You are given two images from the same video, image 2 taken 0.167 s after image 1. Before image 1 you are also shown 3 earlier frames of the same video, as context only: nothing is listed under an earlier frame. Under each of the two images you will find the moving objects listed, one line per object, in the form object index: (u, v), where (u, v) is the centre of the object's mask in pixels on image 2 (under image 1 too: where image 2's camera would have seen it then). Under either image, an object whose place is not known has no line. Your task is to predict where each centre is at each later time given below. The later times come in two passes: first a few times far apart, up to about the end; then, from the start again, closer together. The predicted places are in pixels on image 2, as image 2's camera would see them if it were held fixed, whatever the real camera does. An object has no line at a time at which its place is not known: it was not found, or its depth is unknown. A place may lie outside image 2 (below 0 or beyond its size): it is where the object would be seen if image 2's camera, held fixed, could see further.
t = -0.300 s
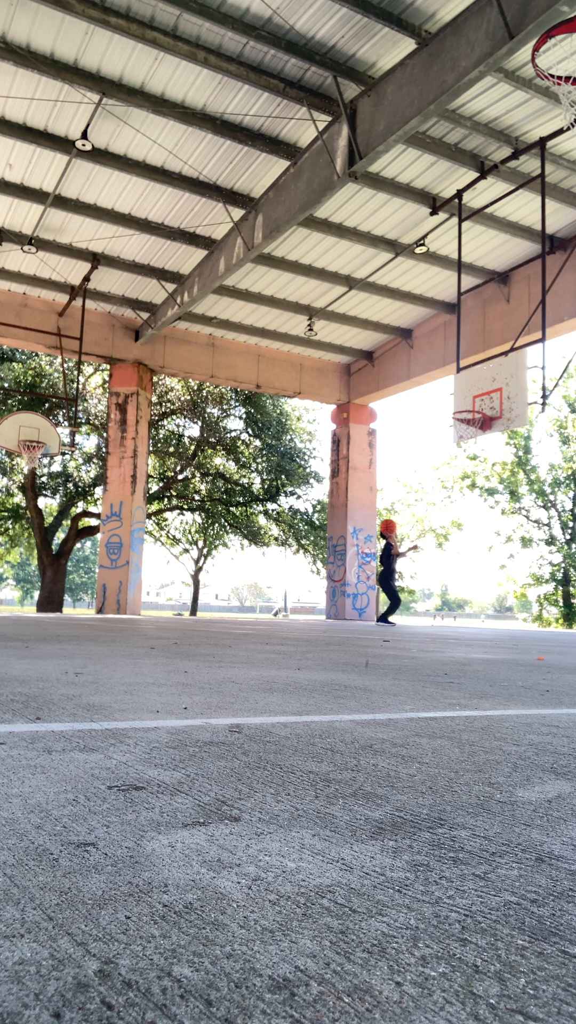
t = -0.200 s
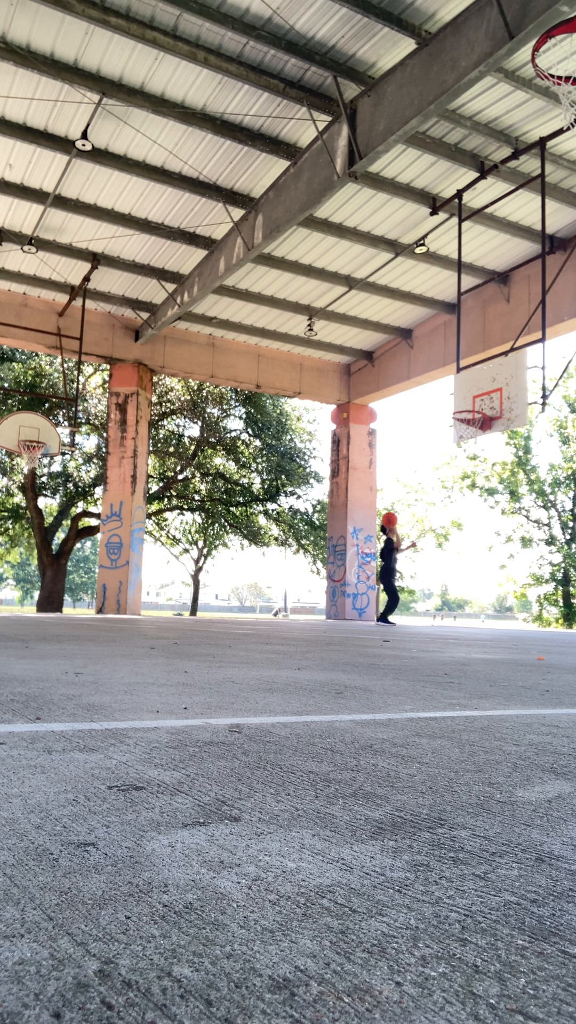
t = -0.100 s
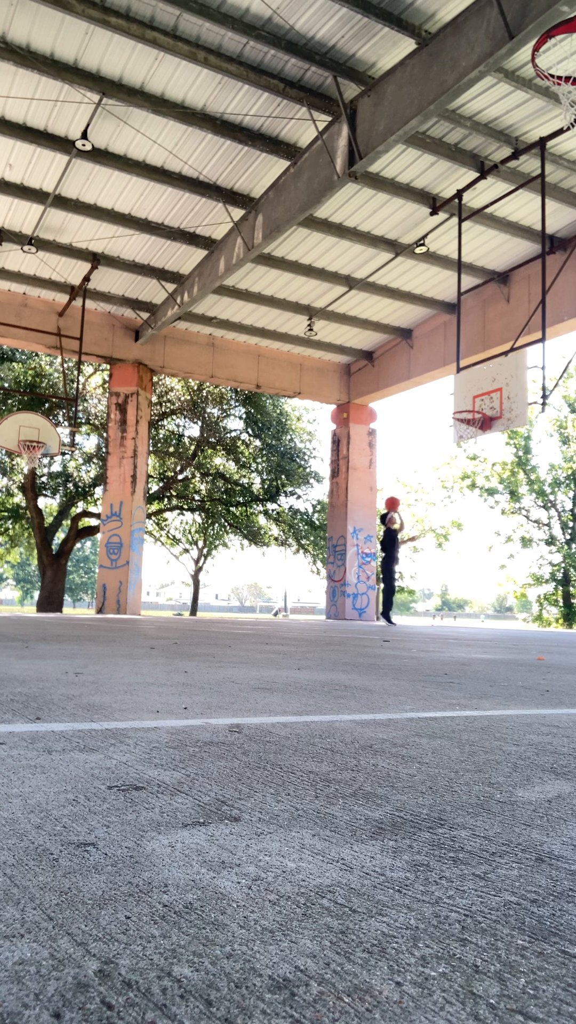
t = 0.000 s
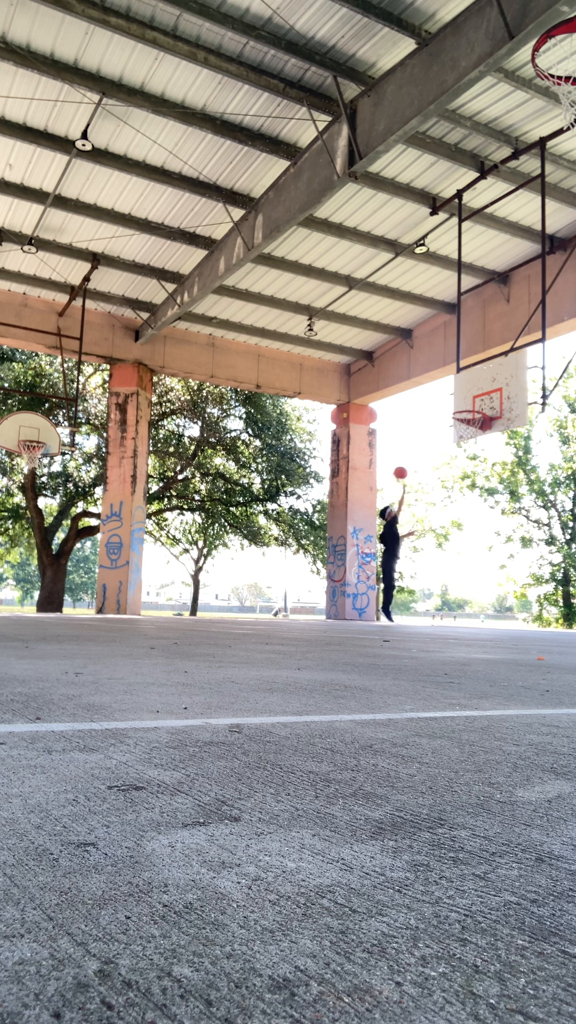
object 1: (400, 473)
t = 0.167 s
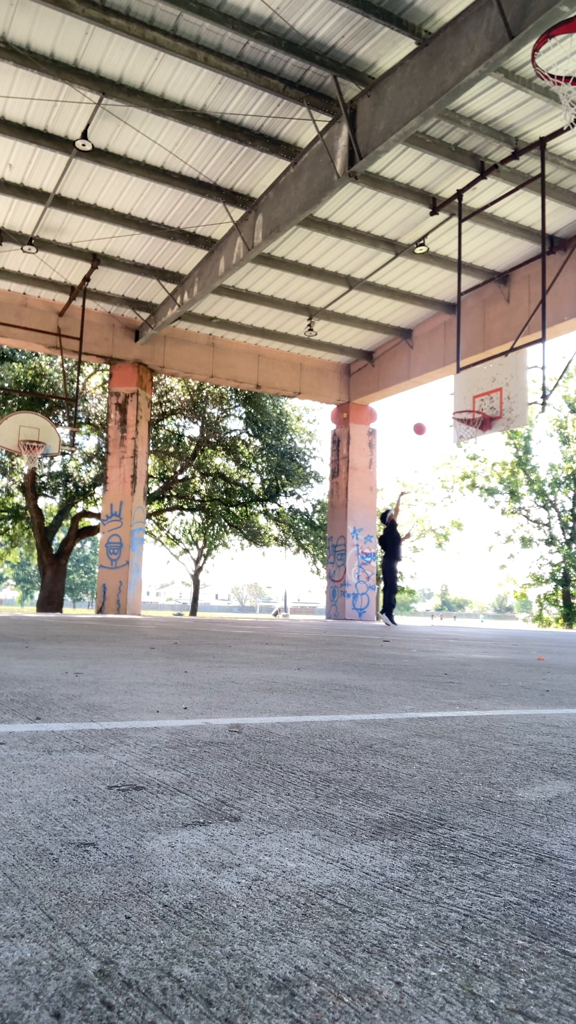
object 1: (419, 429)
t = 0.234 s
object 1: (427, 417)
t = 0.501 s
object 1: (457, 398)
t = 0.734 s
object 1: (475, 404)
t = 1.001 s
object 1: (469, 400)
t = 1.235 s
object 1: (465, 394)
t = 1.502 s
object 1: (463, 398)
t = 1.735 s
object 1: (462, 414)
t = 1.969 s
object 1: (463, 460)
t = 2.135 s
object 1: (463, 511)
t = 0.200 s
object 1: (423, 422)
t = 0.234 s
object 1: (427, 417)
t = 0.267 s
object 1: (431, 412)
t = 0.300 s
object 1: (434, 408)
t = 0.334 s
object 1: (438, 404)
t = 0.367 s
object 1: (442, 401)
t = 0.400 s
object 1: (446, 399)
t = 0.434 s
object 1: (450, 398)
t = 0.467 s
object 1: (454, 397)
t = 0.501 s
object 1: (457, 398)
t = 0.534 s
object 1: (461, 398)
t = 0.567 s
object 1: (464, 400)
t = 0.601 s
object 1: (468, 402)
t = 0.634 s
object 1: (471, 405)
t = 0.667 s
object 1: (475, 409)
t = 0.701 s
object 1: (475, 408)
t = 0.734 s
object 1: (475, 404)
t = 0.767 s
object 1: (474, 401)
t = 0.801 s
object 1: (473, 399)
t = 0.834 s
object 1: (472, 397)
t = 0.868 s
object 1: (472, 397)
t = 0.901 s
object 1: (471, 396)
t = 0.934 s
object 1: (470, 397)
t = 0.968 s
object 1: (469, 398)
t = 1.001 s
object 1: (469, 400)
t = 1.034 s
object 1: (468, 403)
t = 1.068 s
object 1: (467, 401)
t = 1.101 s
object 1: (467, 398)
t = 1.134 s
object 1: (466, 396)
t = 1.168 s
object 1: (466, 395)
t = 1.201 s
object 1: (466, 394)
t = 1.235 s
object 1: (465, 394)
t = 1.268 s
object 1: (465, 395)
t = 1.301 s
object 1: (465, 397)
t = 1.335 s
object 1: (464, 399)
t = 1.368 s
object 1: (464, 402)
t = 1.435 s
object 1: (463, 400)
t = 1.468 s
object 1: (463, 399)
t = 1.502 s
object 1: (463, 398)
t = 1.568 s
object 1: (463, 399)
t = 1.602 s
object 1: (463, 400)
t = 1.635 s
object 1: (463, 403)
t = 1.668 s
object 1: (463, 406)
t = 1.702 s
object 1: (462, 410)
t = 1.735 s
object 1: (462, 414)
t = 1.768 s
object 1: (462, 420)
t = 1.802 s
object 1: (462, 425)
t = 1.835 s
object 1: (462, 432)
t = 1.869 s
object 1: (461, 438)
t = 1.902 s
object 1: (462, 444)
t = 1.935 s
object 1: (463, 452)
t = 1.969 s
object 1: (463, 460)
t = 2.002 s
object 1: (463, 469)
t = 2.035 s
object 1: (463, 478)
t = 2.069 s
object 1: (464, 489)
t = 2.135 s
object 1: (463, 511)
